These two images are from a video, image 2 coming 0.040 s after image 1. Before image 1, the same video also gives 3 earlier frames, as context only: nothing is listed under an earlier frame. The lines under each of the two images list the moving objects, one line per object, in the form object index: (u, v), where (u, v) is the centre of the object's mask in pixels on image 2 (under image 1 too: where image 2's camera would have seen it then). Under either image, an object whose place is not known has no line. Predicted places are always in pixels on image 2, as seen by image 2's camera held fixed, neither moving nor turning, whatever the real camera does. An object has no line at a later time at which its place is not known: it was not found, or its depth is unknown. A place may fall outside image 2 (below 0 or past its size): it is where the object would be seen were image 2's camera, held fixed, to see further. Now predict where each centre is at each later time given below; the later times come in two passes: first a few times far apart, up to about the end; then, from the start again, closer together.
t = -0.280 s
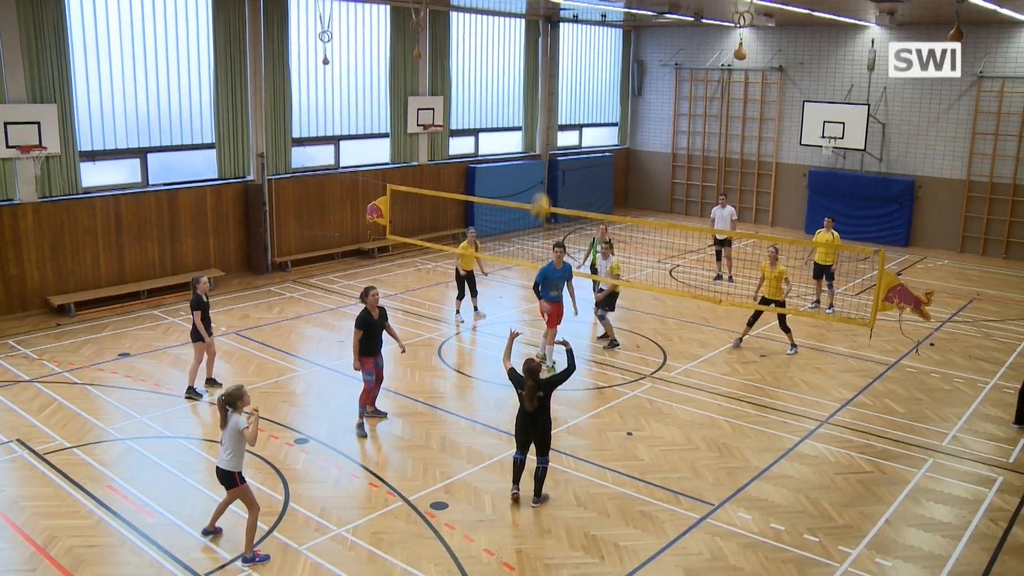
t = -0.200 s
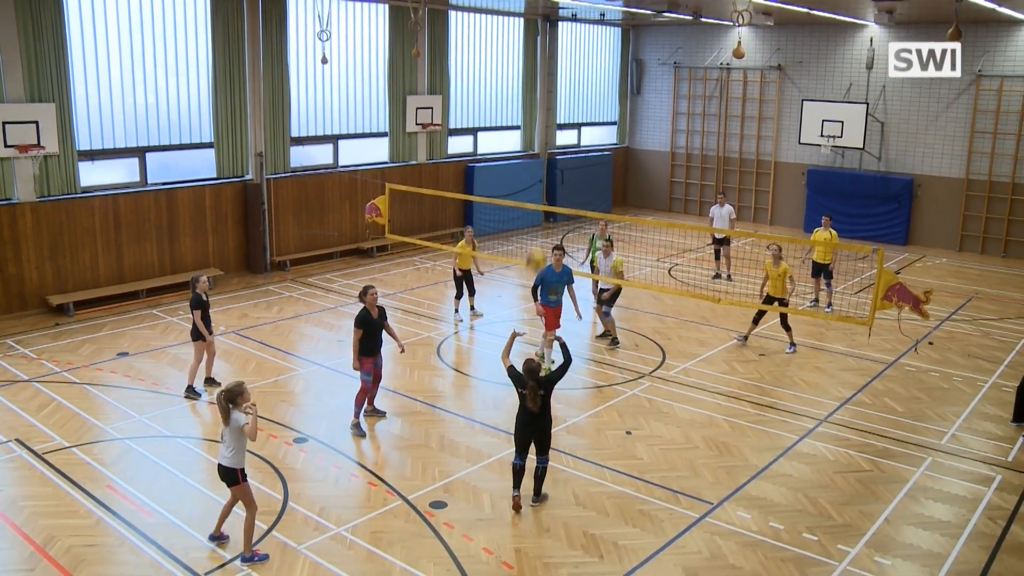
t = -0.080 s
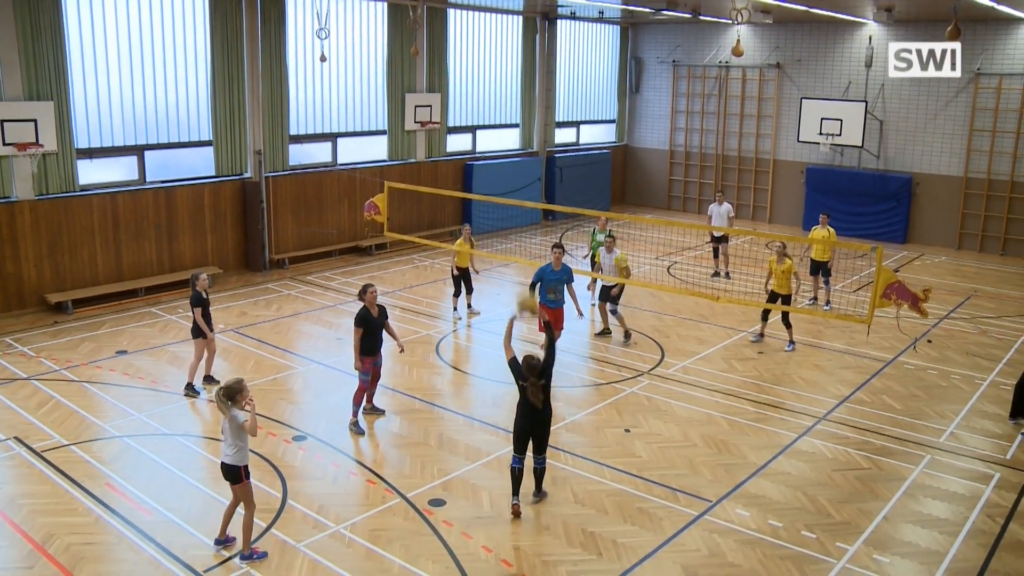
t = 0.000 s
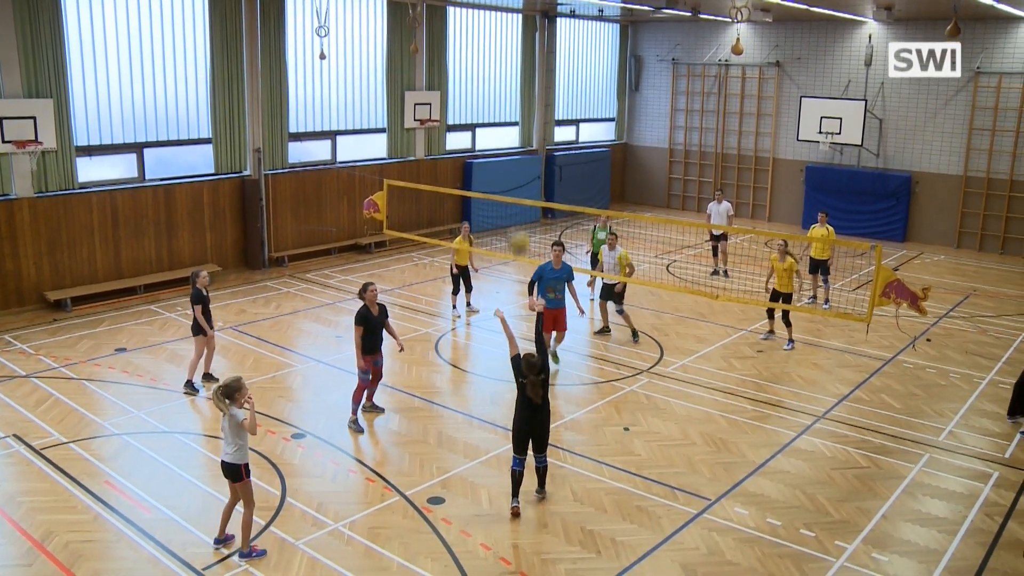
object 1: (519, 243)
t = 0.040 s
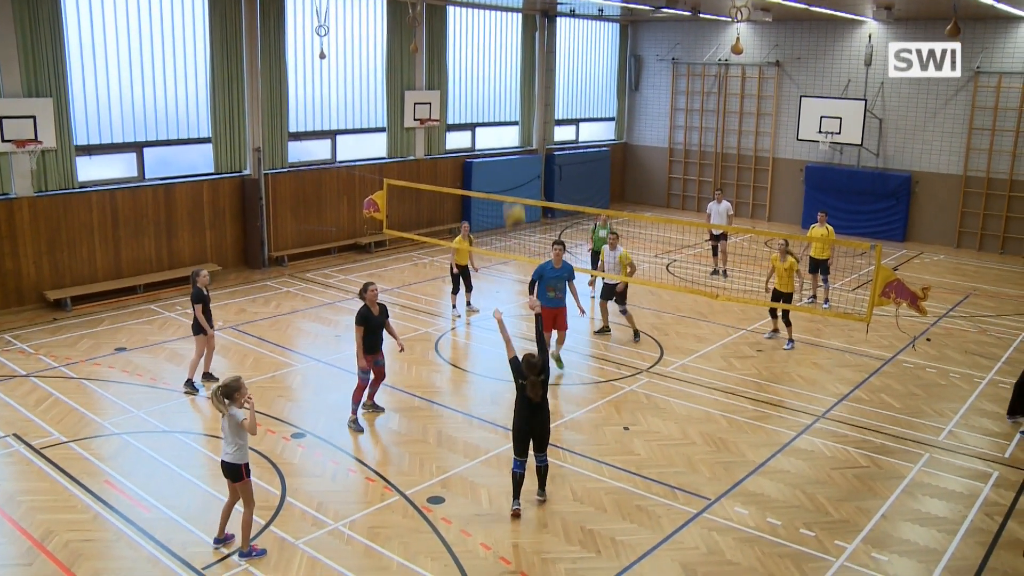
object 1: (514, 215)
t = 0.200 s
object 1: (496, 122)
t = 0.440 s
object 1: (467, 33)
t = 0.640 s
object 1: (443, 8)
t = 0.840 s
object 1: (418, 24)
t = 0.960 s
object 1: (404, 56)
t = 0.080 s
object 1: (509, 186)
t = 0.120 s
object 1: (505, 166)
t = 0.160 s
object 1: (500, 140)
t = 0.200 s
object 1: (496, 122)
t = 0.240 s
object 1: (491, 103)
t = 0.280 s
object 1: (486, 86)
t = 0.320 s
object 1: (482, 70)
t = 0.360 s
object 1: (477, 56)
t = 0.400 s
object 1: (472, 43)
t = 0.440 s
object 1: (467, 33)
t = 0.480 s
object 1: (463, 24)
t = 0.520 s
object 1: (458, 17)
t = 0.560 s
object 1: (452, 11)
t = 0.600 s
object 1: (447, 9)
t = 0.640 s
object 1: (443, 8)
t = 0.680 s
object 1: (438, 8)
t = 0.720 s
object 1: (434, 9)
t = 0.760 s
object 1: (429, 12)
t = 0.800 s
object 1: (424, 17)
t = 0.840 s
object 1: (418, 24)
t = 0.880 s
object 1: (413, 33)
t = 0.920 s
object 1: (409, 44)
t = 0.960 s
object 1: (404, 56)
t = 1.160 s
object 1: (382, 148)
